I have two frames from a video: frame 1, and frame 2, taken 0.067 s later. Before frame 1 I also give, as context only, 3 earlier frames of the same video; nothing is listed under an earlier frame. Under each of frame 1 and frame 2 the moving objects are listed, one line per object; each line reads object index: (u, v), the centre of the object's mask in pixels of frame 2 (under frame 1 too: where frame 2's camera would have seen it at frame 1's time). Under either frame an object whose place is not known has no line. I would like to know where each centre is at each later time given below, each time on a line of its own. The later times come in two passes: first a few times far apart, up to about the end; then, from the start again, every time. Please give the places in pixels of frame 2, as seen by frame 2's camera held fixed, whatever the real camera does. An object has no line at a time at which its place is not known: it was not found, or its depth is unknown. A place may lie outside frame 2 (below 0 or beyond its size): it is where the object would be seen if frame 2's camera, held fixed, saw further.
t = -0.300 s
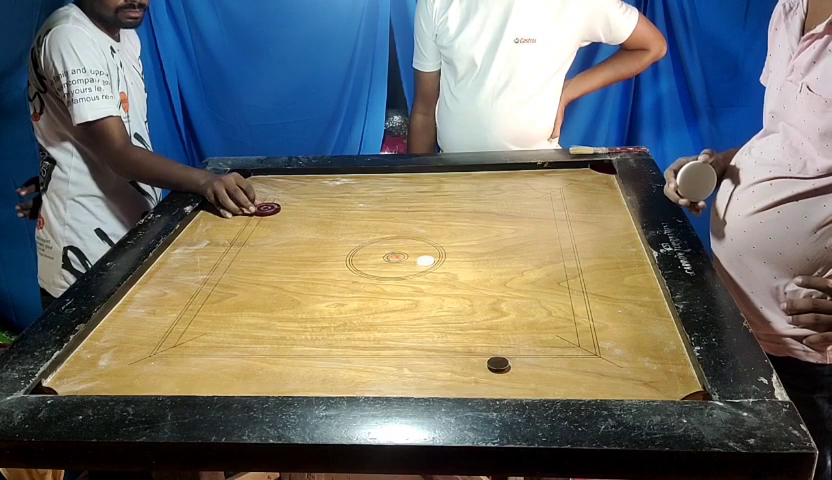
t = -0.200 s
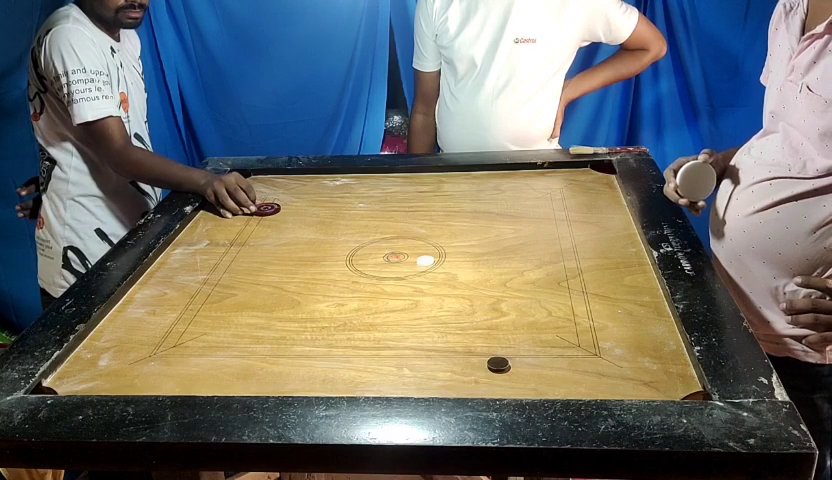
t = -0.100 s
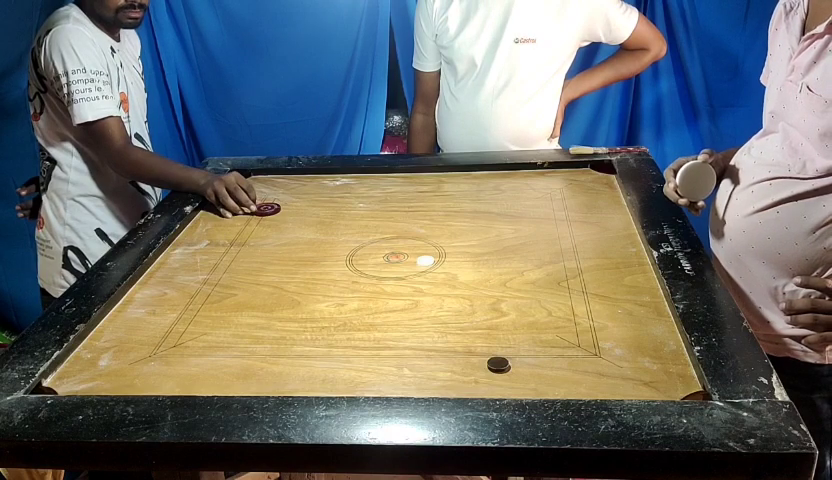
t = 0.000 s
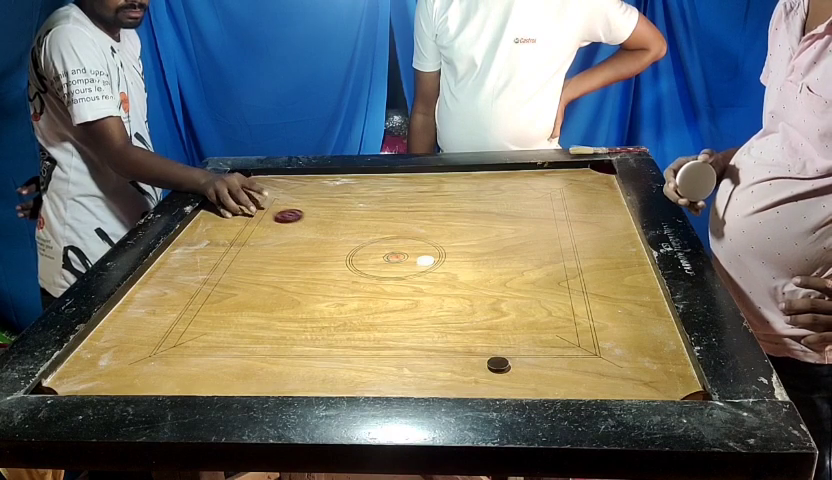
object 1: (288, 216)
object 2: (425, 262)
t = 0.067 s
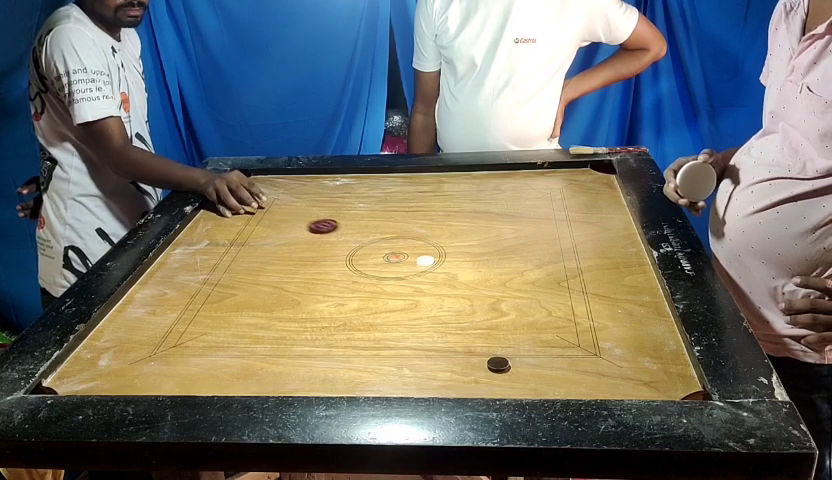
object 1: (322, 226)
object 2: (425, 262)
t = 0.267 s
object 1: (426, 255)
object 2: (449, 274)
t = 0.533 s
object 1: (514, 272)
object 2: (656, 381)
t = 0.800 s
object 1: (551, 279)
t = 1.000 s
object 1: (551, 279)
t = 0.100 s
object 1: (341, 231)
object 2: (425, 262)
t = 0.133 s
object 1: (358, 237)
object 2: (425, 262)
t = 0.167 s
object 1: (376, 242)
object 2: (425, 262)
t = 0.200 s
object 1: (395, 247)
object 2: (425, 262)
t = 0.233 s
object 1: (412, 252)
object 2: (426, 262)
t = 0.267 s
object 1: (426, 255)
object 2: (449, 274)
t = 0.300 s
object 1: (439, 257)
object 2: (472, 285)
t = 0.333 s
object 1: (451, 260)
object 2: (495, 298)
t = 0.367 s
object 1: (463, 262)
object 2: (520, 310)
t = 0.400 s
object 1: (474, 265)
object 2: (546, 324)
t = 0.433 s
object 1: (486, 267)
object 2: (571, 337)
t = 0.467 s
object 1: (495, 269)
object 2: (599, 351)
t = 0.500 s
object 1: (505, 270)
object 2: (628, 366)
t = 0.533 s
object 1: (514, 272)
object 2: (656, 381)
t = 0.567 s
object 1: (522, 274)
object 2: (686, 394)
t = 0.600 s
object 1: (529, 275)
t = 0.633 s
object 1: (536, 277)
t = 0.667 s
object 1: (541, 277)
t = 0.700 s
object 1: (545, 278)
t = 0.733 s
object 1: (548, 279)
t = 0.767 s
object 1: (550, 279)
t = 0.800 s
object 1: (551, 279)
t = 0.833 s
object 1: (551, 279)
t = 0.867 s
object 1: (551, 279)
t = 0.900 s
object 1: (551, 279)
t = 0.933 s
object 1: (551, 279)
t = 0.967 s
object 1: (551, 279)
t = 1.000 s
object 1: (551, 279)
